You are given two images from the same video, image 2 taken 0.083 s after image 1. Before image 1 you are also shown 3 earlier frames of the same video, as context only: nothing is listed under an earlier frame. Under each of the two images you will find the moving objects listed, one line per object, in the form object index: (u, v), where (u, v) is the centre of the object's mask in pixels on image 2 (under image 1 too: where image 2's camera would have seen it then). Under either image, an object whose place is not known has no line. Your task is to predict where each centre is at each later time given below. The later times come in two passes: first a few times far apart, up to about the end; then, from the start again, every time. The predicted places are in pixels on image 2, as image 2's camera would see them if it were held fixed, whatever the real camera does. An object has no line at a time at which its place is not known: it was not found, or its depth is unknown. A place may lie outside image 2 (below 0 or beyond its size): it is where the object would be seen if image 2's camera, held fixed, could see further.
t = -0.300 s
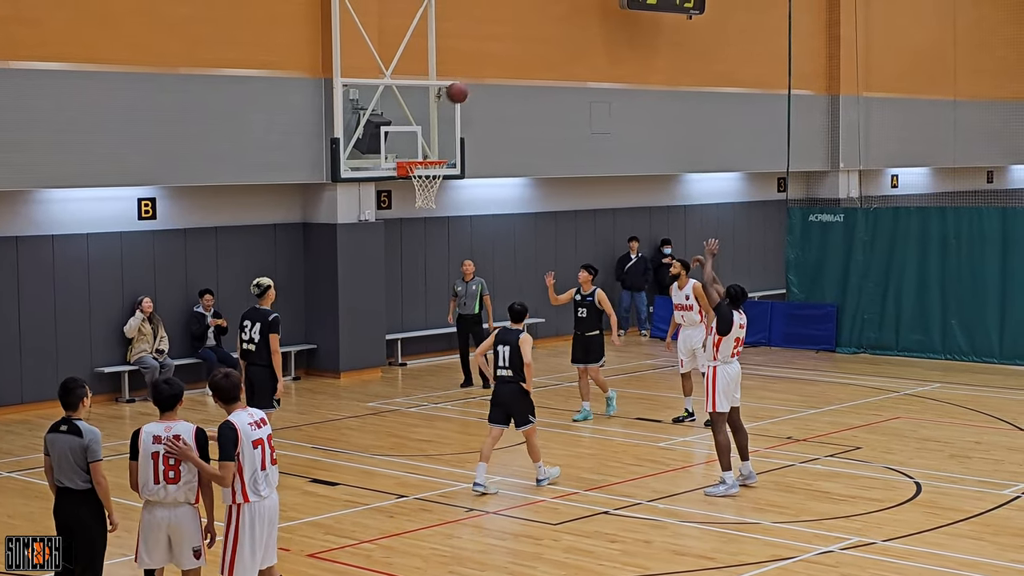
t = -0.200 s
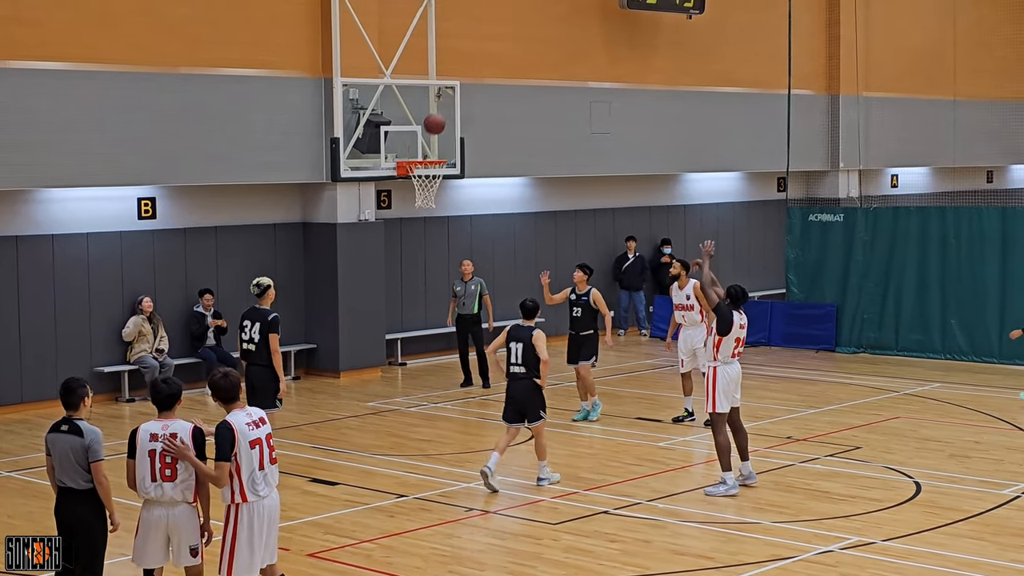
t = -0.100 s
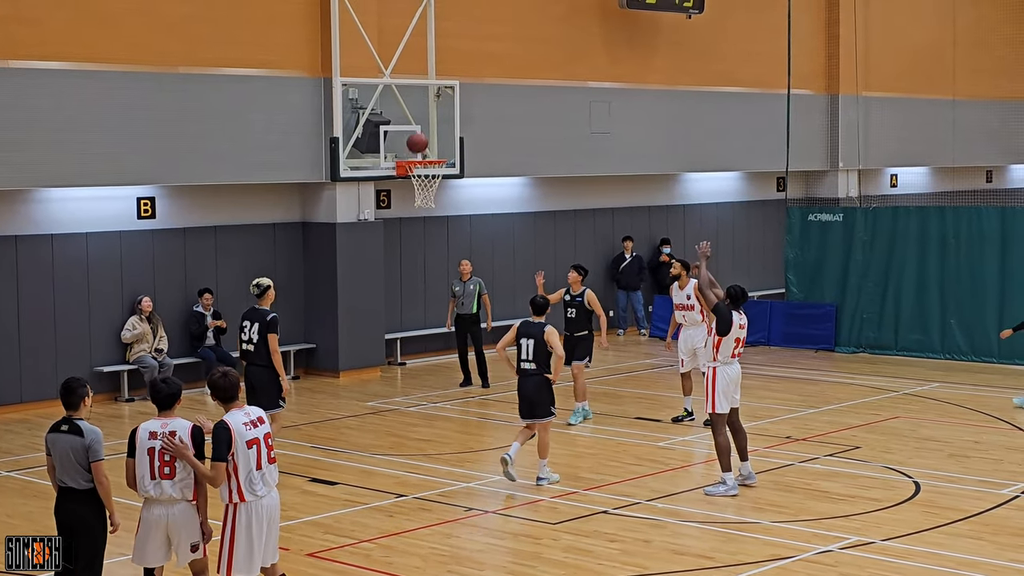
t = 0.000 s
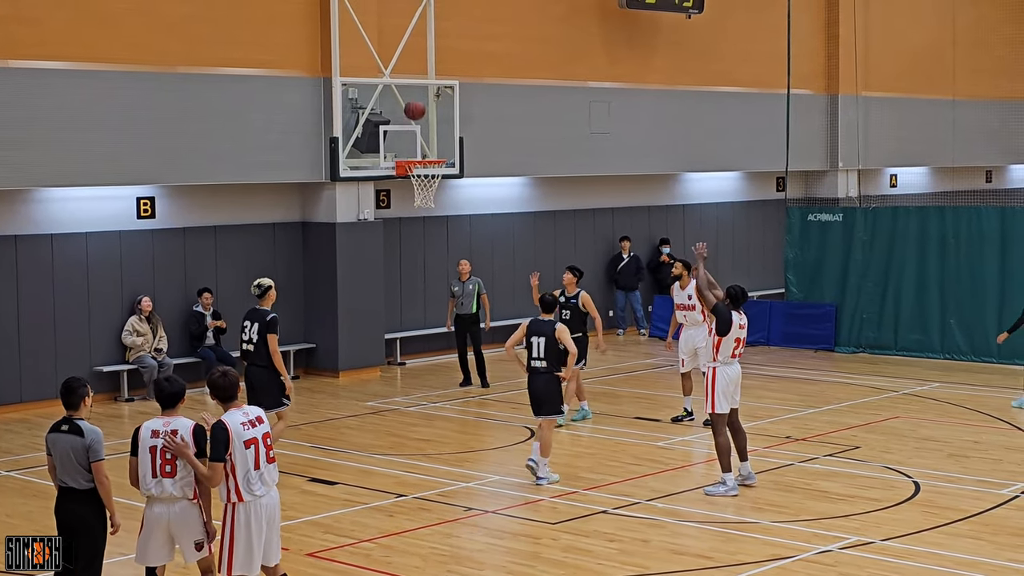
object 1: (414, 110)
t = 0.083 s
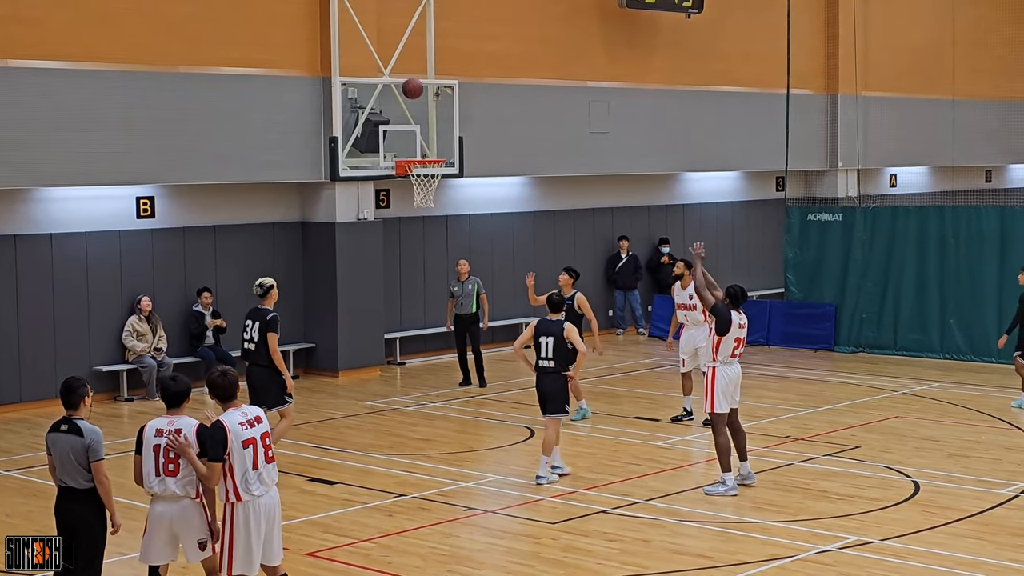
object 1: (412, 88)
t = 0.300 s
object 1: (408, 62)
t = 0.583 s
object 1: (403, 88)
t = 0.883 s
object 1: (395, 133)
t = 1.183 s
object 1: (388, 132)
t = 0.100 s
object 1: (412, 85)
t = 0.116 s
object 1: (412, 81)
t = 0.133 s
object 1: (411, 78)
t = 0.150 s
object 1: (411, 76)
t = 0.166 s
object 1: (411, 73)
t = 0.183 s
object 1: (410, 71)
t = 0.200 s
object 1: (410, 69)
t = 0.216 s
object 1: (409, 67)
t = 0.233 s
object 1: (409, 65)
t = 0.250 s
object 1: (409, 64)
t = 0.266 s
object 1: (409, 63)
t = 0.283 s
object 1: (408, 62)
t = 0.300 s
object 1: (408, 62)
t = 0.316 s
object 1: (408, 61)
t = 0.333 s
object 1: (407, 61)
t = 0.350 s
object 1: (407, 61)
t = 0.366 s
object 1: (407, 61)
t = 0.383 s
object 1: (407, 62)
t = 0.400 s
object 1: (406, 62)
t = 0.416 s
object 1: (406, 63)
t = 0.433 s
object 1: (405, 65)
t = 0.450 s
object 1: (405, 66)
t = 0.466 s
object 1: (405, 68)
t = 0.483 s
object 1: (405, 70)
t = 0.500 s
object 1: (404, 72)
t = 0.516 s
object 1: (404, 75)
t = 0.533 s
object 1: (404, 78)
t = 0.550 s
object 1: (404, 81)
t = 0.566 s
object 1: (403, 84)
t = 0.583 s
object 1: (403, 88)
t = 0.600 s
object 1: (403, 91)
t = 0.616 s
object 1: (403, 95)
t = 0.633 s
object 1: (402, 99)
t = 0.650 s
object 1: (402, 104)
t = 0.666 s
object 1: (402, 109)
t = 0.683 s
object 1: (402, 114)
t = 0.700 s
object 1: (402, 119)
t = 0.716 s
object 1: (402, 125)
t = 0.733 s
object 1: (401, 130)
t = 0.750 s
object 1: (401, 136)
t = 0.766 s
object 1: (401, 142)
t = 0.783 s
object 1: (401, 147)
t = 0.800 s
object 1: (400, 148)
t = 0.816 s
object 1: (397, 144)
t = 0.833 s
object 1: (396, 141)
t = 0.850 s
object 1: (395, 138)
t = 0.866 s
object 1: (395, 135)
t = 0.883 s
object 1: (395, 133)
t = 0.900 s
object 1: (394, 131)
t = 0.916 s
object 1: (394, 129)
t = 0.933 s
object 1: (393, 128)
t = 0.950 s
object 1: (393, 127)
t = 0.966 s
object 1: (393, 126)
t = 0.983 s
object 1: (393, 125)
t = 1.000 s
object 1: (393, 124)
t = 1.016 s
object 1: (392, 124)
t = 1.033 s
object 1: (391, 123)
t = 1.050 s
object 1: (391, 123)
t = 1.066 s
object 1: (391, 123)
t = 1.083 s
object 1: (390, 123)
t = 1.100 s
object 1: (390, 123)
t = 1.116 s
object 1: (389, 125)
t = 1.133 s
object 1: (389, 126)
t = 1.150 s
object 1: (388, 128)
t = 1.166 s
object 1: (388, 130)
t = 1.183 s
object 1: (388, 132)
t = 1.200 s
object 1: (387, 134)
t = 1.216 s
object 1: (387, 137)
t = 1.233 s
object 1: (387, 139)
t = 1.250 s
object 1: (387, 142)
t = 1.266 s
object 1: (387, 145)
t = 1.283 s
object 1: (386, 149)
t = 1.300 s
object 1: (386, 153)
